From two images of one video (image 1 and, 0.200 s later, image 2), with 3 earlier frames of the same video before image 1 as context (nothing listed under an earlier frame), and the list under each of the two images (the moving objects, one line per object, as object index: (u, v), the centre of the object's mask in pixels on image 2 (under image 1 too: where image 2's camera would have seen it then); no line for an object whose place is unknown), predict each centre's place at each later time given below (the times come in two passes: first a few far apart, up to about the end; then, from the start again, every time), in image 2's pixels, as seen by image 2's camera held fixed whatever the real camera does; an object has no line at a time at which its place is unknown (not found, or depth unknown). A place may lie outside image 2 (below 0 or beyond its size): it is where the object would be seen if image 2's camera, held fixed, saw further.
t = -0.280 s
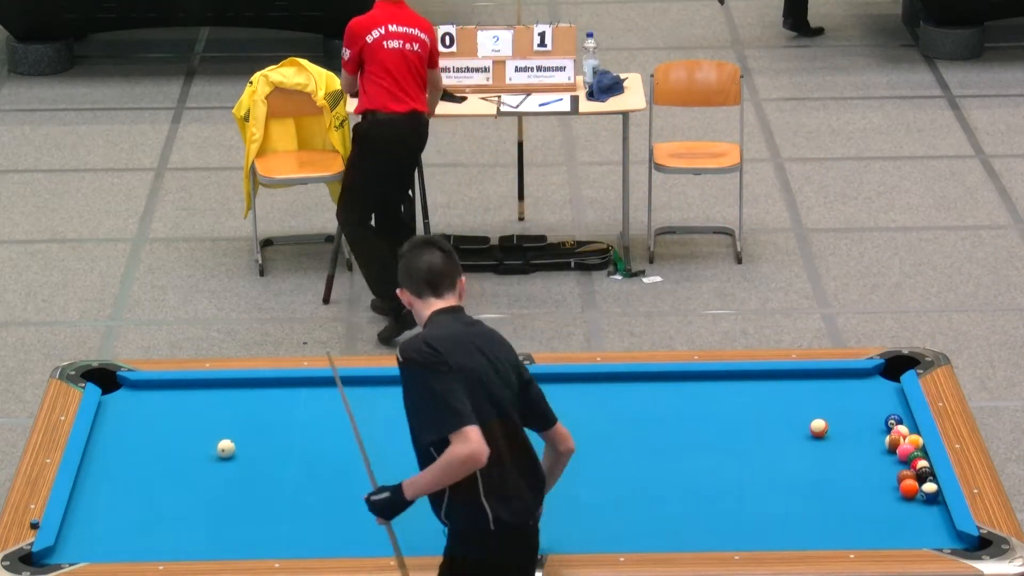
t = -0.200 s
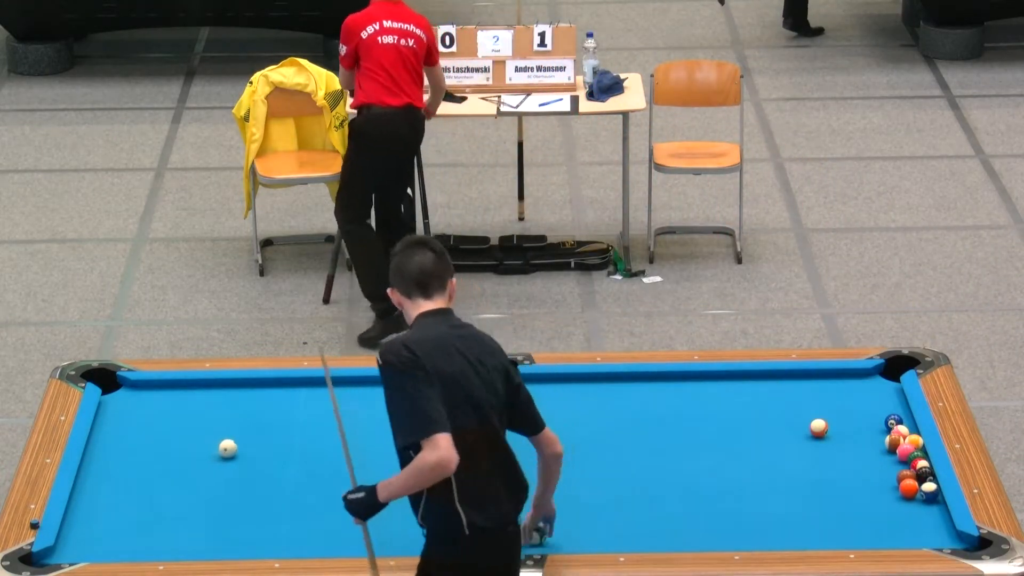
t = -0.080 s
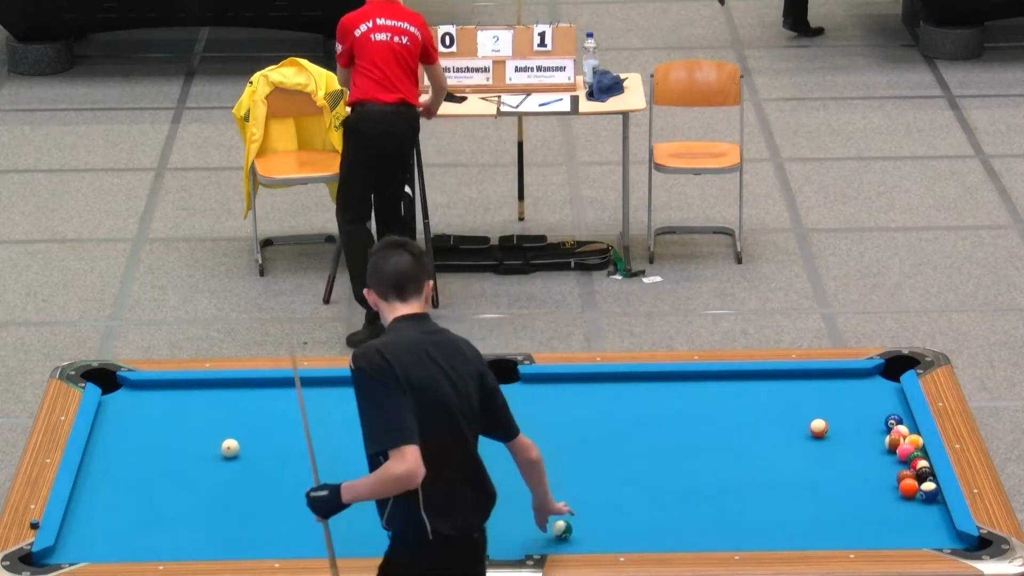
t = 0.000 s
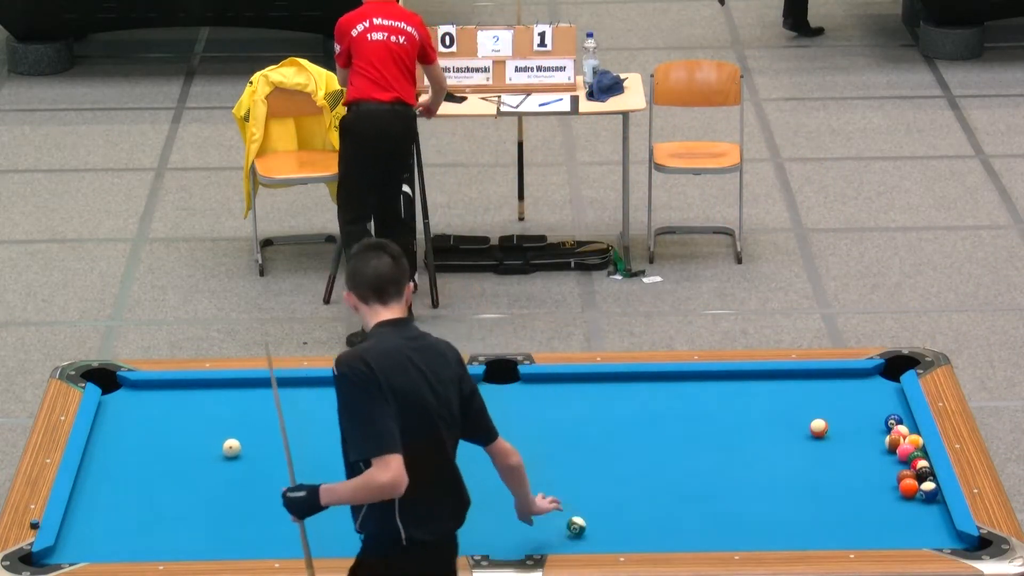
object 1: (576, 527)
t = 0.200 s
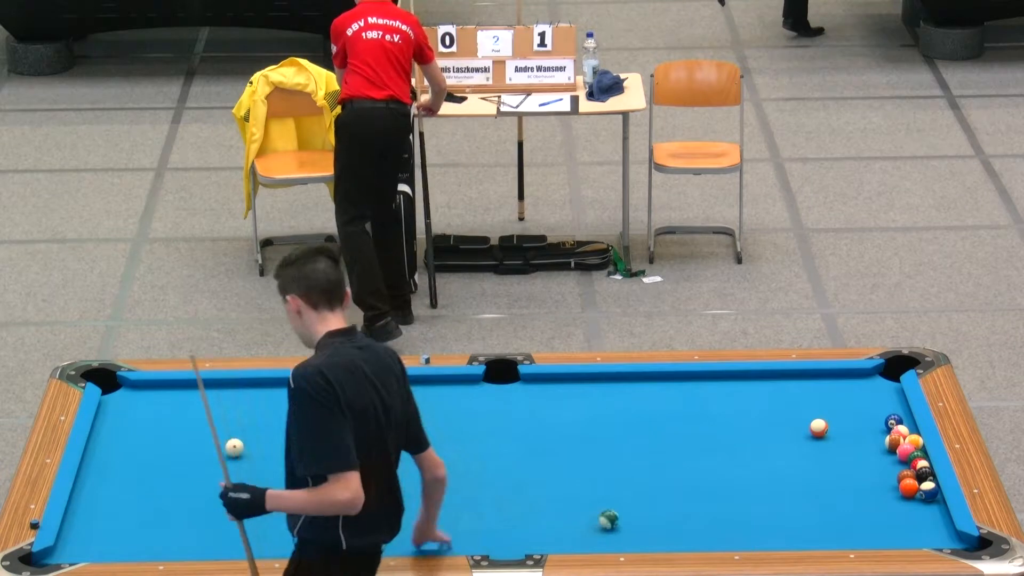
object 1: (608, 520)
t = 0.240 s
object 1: (615, 518)
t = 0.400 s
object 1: (640, 514)
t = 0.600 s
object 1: (670, 507)
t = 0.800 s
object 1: (698, 500)
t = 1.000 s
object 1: (726, 494)
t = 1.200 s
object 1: (751, 488)
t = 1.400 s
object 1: (777, 482)
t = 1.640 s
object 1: (805, 475)
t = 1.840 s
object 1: (827, 471)
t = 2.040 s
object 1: (849, 466)
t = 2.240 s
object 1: (869, 461)
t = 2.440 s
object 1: (888, 457)
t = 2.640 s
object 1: (893, 455)
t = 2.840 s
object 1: (896, 454)
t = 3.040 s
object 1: (895, 454)
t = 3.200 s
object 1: (894, 455)
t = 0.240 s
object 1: (615, 518)
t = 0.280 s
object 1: (621, 517)
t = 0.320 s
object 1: (628, 516)
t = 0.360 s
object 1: (634, 515)
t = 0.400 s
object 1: (640, 514)
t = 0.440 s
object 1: (645, 512)
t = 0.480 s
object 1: (652, 510)
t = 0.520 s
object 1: (658, 509)
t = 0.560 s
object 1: (664, 508)
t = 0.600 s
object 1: (670, 507)
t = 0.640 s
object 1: (676, 505)
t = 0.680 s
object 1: (682, 503)
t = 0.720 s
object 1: (688, 502)
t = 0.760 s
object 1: (693, 502)
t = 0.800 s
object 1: (698, 500)
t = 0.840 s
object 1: (703, 498)
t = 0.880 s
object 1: (709, 497)
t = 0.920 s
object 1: (715, 496)
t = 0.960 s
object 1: (720, 495)
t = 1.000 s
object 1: (726, 494)
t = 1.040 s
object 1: (731, 492)
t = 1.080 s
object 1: (737, 491)
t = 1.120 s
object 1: (742, 490)
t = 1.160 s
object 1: (746, 489)
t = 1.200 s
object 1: (751, 488)
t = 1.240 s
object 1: (757, 486)
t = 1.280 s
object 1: (762, 485)
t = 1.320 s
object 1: (767, 485)
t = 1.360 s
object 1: (772, 484)
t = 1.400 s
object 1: (777, 482)
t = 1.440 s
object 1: (782, 481)
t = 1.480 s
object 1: (787, 480)
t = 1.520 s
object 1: (792, 479)
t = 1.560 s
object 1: (796, 478)
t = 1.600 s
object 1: (800, 477)
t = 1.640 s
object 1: (805, 475)
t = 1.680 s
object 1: (809, 475)
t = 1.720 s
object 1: (814, 473)
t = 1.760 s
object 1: (819, 473)
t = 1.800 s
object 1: (823, 472)
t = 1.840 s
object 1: (827, 471)
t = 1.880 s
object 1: (832, 469)
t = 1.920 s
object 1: (836, 469)
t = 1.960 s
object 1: (841, 468)
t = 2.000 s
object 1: (845, 466)
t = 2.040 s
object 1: (849, 466)
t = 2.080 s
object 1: (853, 465)
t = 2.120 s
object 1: (857, 464)
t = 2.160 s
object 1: (861, 462)
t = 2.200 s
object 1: (865, 461)
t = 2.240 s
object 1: (869, 461)
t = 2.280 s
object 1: (873, 460)
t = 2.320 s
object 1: (877, 460)
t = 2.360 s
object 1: (880, 459)
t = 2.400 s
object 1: (885, 458)
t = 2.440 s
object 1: (888, 457)
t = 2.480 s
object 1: (890, 456)
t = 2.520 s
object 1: (891, 456)
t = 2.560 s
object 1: (891, 456)
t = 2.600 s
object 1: (892, 455)
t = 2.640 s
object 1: (893, 455)
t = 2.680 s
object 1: (893, 455)
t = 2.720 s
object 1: (894, 455)
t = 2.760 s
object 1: (895, 455)
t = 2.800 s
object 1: (895, 455)
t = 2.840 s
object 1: (896, 454)
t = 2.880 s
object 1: (895, 455)
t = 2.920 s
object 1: (895, 455)
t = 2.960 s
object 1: (895, 454)
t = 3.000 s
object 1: (895, 454)
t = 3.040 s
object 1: (895, 454)
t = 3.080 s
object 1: (895, 454)
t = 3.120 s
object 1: (894, 455)
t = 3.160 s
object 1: (894, 454)
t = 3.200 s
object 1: (894, 455)
